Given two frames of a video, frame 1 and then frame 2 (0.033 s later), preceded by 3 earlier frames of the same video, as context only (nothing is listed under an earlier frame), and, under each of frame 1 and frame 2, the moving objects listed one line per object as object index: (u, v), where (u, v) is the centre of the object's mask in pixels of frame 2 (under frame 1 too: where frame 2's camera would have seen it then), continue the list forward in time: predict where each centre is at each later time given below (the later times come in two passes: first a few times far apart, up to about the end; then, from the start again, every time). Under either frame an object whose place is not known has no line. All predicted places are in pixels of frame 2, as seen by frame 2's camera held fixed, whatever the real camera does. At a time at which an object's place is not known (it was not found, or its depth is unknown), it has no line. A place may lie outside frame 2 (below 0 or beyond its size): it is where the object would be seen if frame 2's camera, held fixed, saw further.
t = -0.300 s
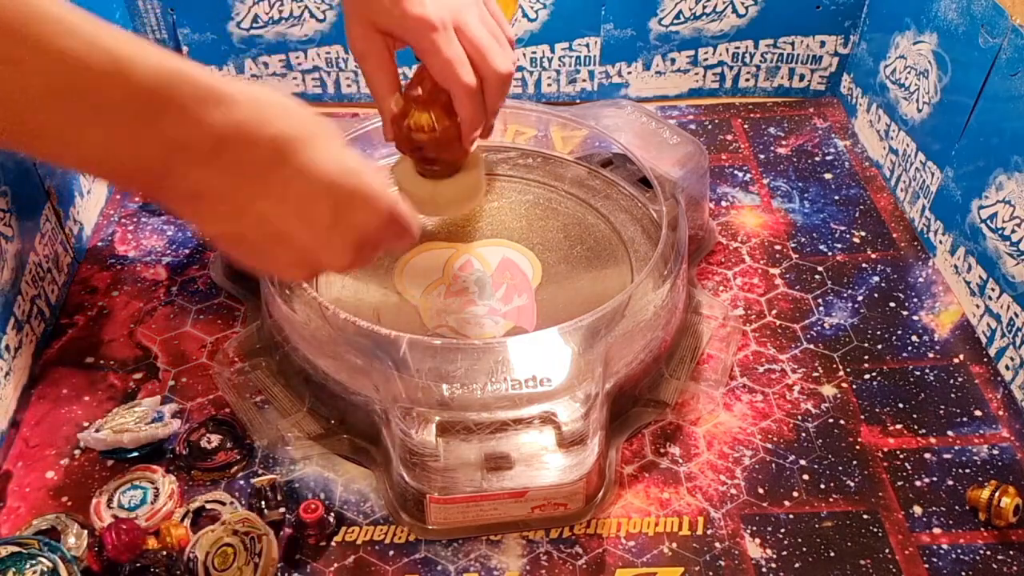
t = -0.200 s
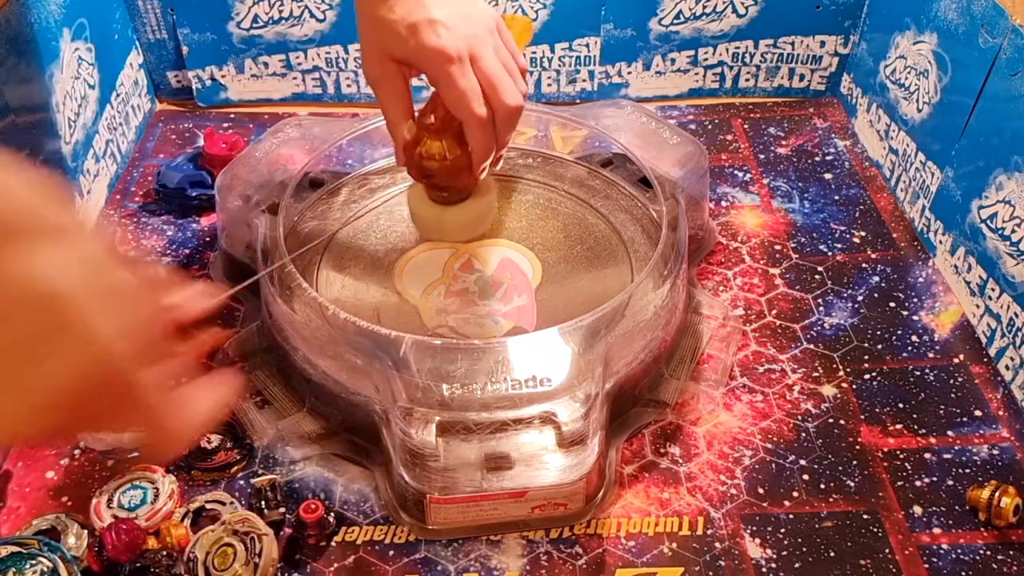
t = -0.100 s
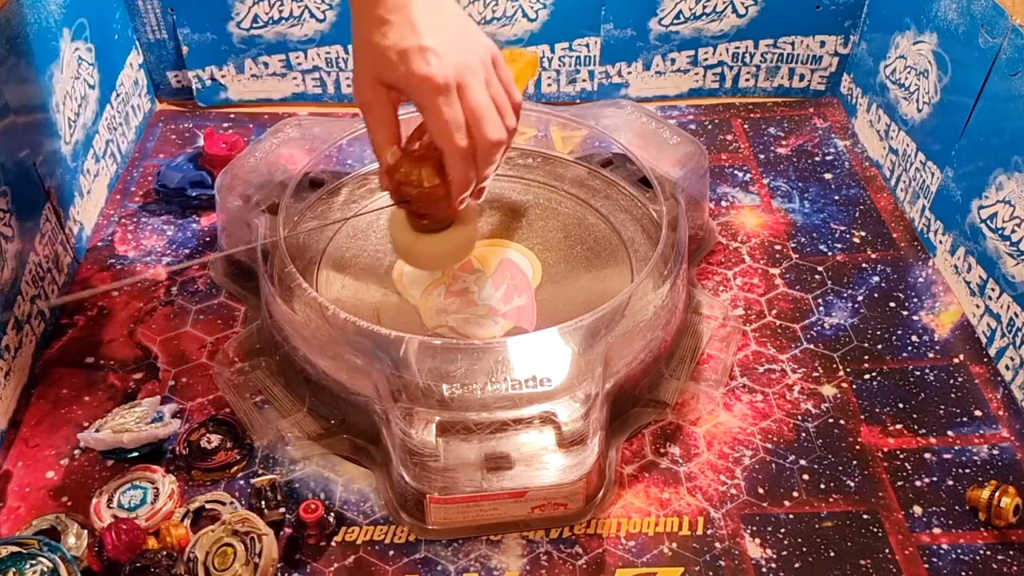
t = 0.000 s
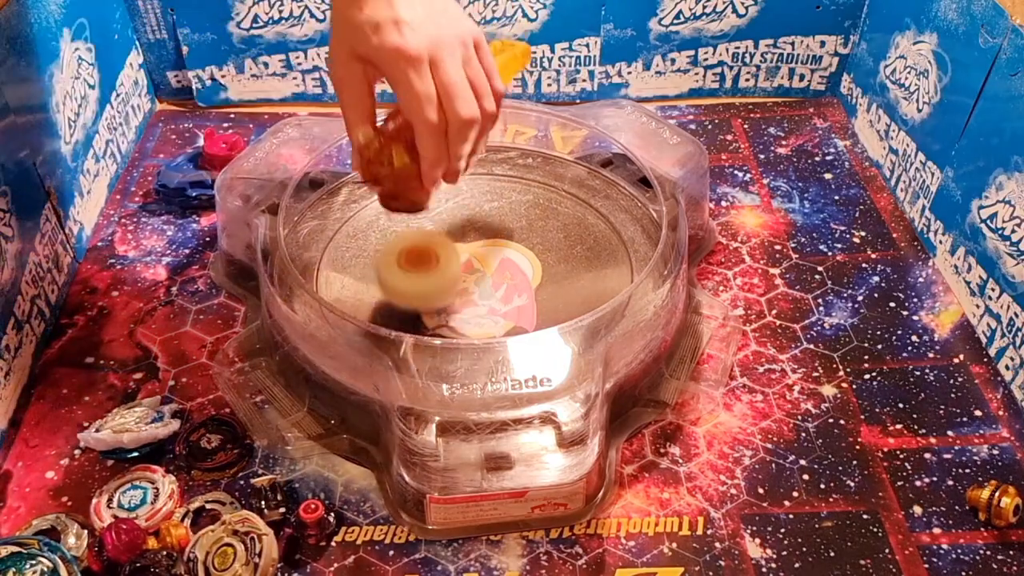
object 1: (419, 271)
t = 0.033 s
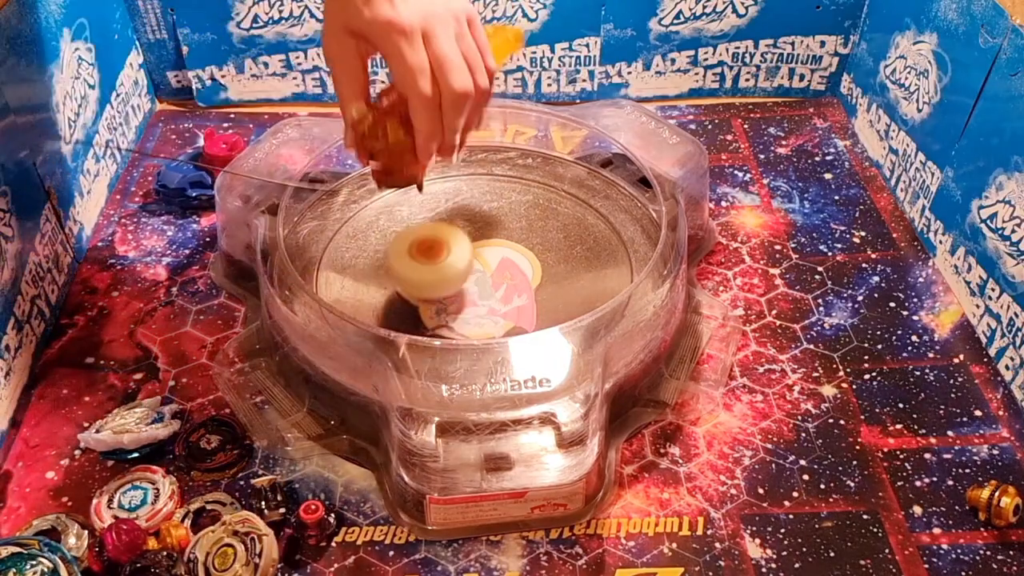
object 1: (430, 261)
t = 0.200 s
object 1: (494, 231)
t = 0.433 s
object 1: (477, 192)
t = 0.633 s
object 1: (375, 248)
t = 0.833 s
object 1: (445, 355)
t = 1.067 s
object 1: (602, 211)
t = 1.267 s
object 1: (389, 164)
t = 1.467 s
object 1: (392, 292)
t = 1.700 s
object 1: (633, 258)
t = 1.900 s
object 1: (570, 149)
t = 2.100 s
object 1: (423, 241)
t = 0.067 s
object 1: (444, 249)
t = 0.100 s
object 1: (457, 248)
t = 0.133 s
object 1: (471, 243)
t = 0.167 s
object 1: (484, 238)
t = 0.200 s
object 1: (494, 231)
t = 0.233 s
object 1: (502, 223)
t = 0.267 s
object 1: (507, 215)
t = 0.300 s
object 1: (508, 208)
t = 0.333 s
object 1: (506, 201)
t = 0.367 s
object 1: (500, 196)
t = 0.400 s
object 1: (491, 193)
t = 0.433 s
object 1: (477, 192)
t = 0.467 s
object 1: (461, 193)
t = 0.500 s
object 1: (442, 197)
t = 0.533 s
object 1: (421, 204)
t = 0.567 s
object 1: (402, 217)
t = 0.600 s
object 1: (387, 231)
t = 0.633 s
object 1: (375, 248)
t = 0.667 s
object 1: (370, 268)
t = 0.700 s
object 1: (373, 285)
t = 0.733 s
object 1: (378, 307)
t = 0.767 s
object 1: (393, 324)
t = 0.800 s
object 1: (416, 342)
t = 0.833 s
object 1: (445, 355)
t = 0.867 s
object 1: (475, 350)
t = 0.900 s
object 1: (522, 322)
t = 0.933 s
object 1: (569, 320)
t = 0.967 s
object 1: (606, 293)
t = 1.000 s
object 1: (615, 284)
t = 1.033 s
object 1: (620, 253)
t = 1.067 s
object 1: (602, 211)
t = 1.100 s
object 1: (587, 197)
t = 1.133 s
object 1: (555, 173)
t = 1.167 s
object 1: (516, 153)
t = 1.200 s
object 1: (475, 145)
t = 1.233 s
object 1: (433, 154)
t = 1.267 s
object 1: (389, 164)
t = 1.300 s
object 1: (350, 178)
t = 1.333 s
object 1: (315, 192)
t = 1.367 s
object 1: (297, 223)
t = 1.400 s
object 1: (311, 235)
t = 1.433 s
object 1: (339, 260)
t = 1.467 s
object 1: (392, 292)
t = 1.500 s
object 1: (417, 300)
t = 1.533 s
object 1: (467, 307)
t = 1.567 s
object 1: (517, 306)
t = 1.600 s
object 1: (574, 309)
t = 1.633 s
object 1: (598, 288)
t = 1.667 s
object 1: (617, 270)
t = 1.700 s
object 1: (633, 258)
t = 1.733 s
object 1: (633, 236)
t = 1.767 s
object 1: (626, 218)
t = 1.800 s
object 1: (617, 199)
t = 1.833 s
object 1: (604, 180)
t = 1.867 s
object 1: (590, 163)
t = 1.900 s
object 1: (570, 149)
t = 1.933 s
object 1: (550, 157)
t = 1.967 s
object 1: (527, 169)
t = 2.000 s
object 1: (503, 184)
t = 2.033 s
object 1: (476, 201)
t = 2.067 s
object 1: (449, 220)
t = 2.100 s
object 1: (423, 241)
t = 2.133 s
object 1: (398, 263)
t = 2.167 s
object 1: (380, 283)
